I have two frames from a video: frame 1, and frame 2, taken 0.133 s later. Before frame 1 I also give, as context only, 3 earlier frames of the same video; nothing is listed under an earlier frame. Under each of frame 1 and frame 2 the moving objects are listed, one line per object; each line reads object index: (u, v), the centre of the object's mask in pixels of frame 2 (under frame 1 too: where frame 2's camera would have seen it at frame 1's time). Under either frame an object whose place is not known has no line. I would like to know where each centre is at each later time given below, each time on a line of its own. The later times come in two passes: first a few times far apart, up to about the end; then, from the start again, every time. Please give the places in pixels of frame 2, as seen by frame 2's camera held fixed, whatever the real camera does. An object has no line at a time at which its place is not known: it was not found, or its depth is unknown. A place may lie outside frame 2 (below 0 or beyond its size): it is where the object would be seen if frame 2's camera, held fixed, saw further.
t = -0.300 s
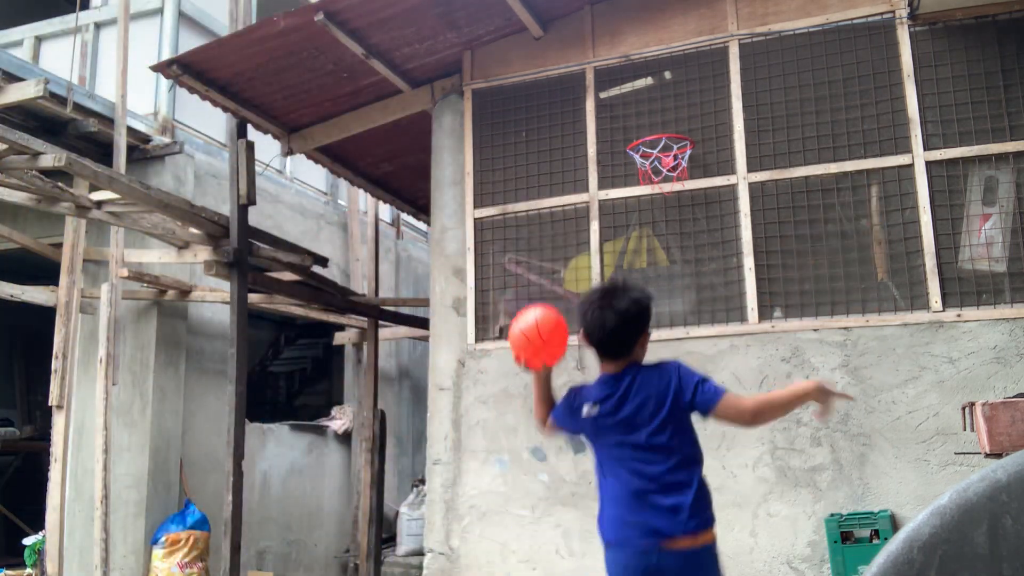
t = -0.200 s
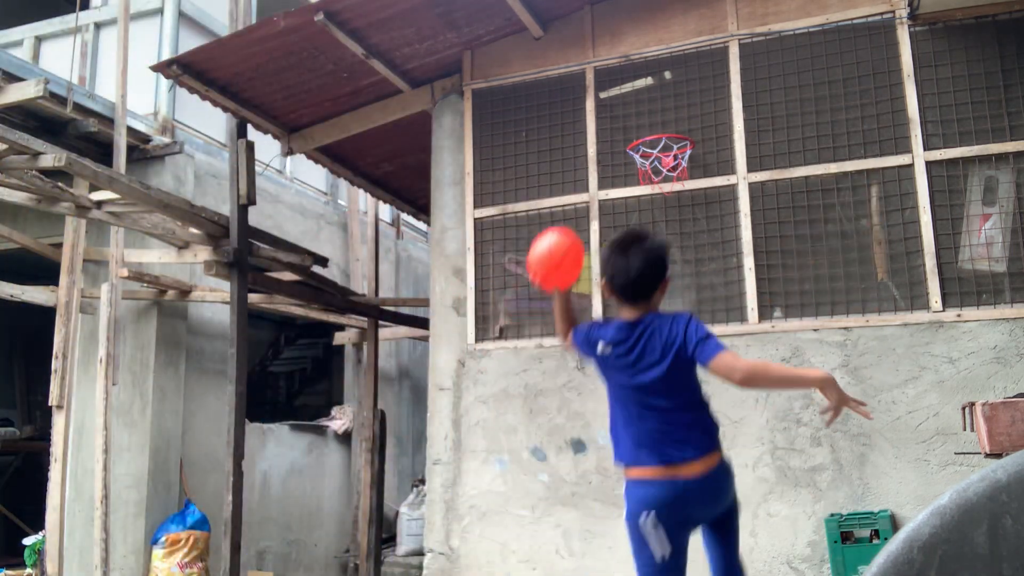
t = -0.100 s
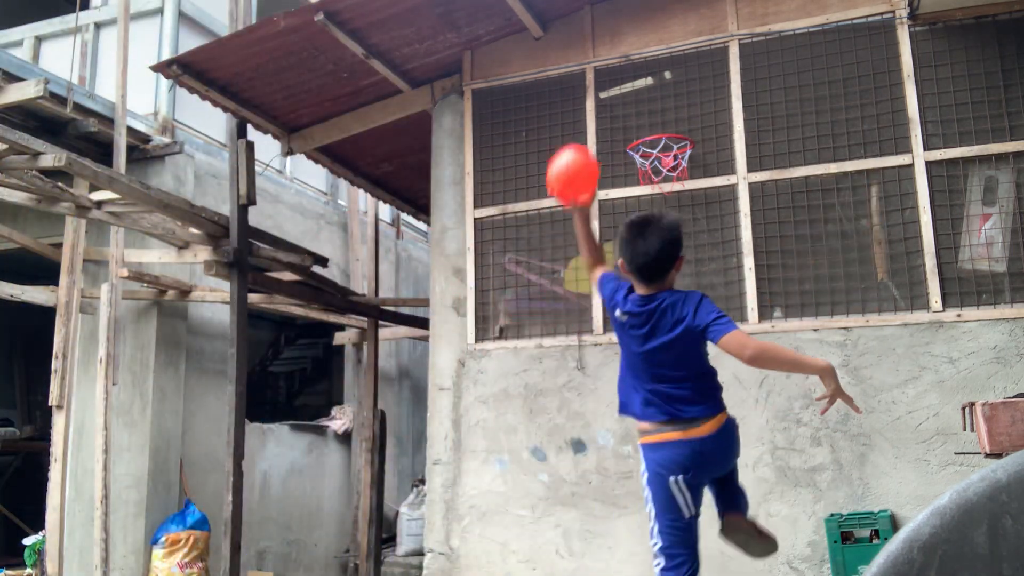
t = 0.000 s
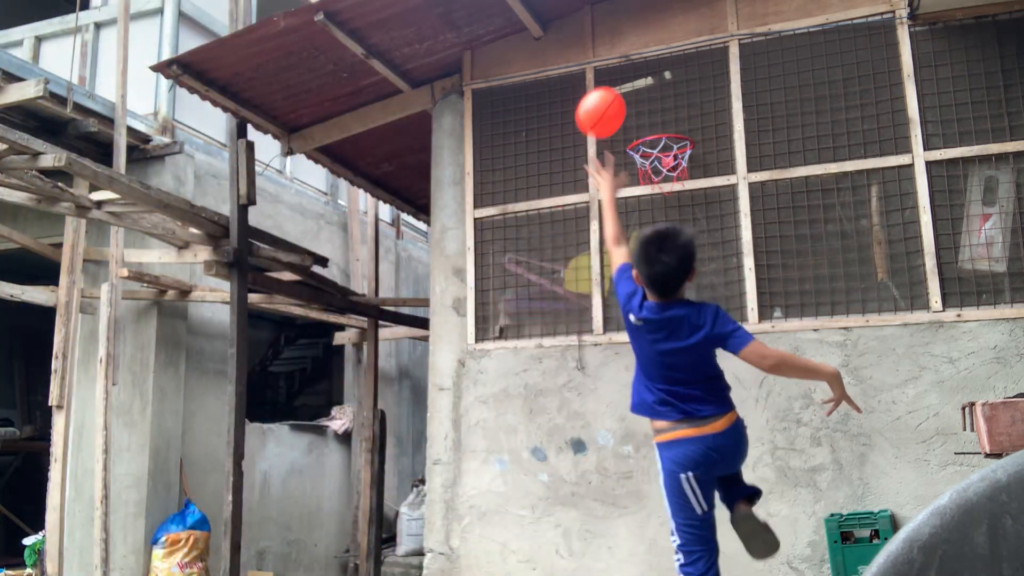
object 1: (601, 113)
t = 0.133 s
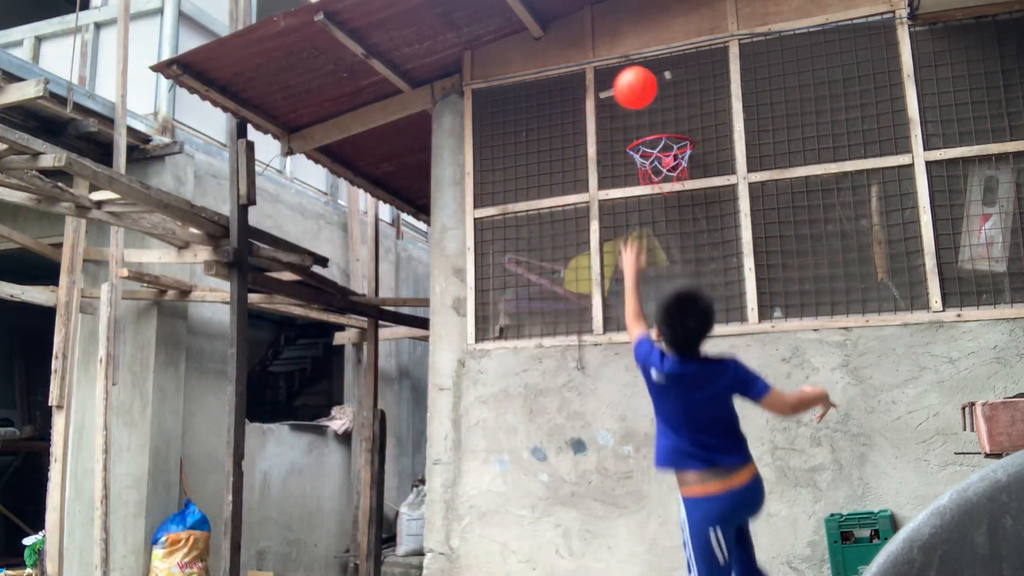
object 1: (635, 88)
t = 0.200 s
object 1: (650, 93)
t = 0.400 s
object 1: (672, 128)
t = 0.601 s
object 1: (660, 155)
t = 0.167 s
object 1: (643, 89)
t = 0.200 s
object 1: (650, 93)
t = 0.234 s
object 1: (657, 99)
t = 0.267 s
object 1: (663, 107)
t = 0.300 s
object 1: (670, 117)
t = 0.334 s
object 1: (673, 122)
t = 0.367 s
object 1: (673, 123)
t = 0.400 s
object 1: (672, 128)
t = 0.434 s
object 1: (668, 132)
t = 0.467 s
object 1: (665, 137)
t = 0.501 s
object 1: (662, 141)
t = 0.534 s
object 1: (661, 143)
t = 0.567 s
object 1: (661, 147)
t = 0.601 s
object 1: (660, 155)
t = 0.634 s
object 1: (659, 165)
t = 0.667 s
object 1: (659, 179)
